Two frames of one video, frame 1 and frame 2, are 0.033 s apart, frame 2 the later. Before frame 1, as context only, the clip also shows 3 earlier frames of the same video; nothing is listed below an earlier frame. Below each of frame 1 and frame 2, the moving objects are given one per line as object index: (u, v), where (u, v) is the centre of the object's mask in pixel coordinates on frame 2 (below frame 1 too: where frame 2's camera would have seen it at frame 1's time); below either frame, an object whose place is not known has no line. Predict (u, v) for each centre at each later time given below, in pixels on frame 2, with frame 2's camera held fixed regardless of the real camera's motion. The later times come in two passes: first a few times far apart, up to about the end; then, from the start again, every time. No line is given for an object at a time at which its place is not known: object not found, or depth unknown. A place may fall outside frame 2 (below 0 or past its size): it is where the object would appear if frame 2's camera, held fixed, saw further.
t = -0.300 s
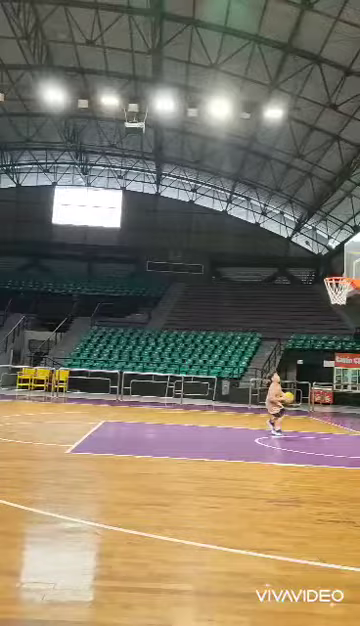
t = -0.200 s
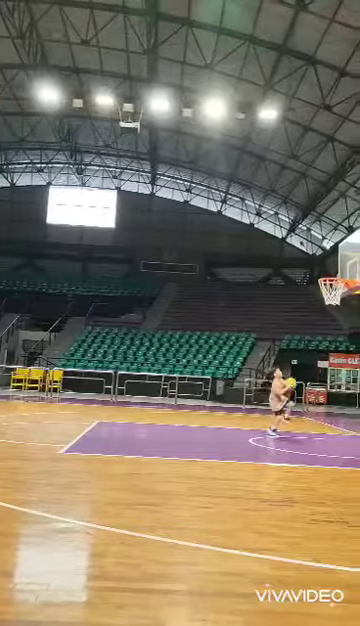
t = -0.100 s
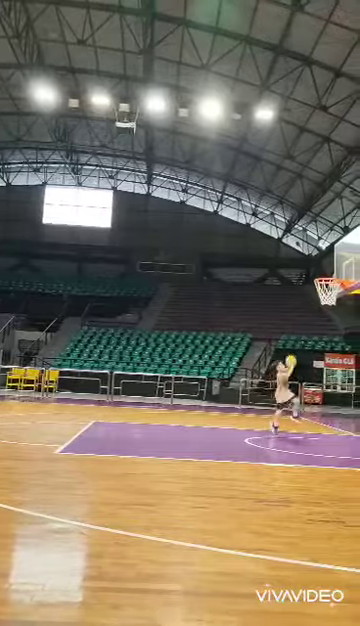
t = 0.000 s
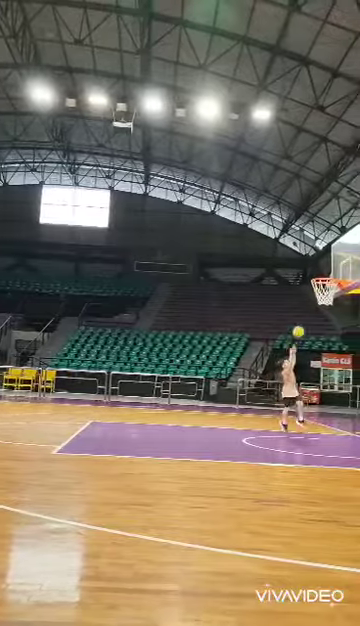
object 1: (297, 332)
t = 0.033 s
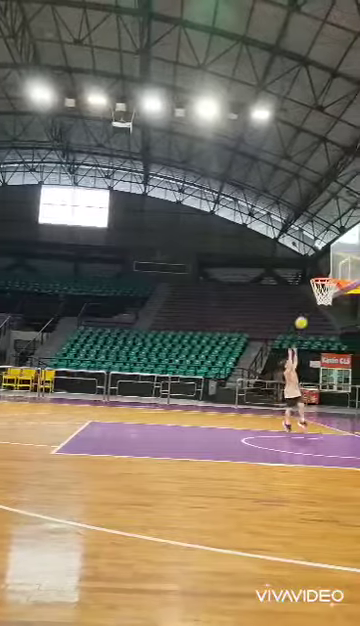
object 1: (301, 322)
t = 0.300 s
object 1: (329, 269)
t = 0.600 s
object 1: (317, 268)
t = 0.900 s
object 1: (318, 271)
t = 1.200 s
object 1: (324, 294)
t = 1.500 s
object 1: (324, 329)
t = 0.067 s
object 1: (304, 314)
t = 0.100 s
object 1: (308, 305)
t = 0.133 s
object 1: (310, 298)
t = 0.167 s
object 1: (312, 292)
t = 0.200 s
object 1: (319, 284)
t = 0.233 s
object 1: (322, 278)
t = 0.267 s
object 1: (326, 273)
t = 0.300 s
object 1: (329, 269)
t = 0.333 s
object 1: (332, 265)
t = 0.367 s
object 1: (332, 263)
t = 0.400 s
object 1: (331, 262)
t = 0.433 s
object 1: (328, 262)
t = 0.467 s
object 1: (325, 261)
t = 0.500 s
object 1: (324, 262)
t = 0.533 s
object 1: (322, 263)
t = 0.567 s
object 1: (319, 265)
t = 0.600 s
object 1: (317, 268)
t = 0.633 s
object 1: (314, 271)
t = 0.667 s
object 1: (312, 274)
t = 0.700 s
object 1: (313, 273)
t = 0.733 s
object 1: (314, 271)
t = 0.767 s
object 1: (314, 270)
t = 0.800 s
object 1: (316, 270)
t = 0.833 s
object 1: (316, 269)
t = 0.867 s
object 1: (317, 270)
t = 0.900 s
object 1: (318, 271)
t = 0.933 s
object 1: (319, 272)
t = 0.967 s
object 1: (320, 274)
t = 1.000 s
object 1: (320, 276)
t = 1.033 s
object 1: (322, 276)
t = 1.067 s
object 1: (323, 282)
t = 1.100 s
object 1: (323, 285)
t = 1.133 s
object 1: (323, 287)
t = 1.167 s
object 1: (324, 291)
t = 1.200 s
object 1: (324, 294)
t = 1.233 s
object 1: (326, 295)
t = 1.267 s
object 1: (326, 302)
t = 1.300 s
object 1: (325, 307)
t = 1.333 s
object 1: (325, 308)
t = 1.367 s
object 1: (325, 311)
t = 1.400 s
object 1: (325, 314)
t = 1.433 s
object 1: (324, 319)
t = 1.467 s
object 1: (324, 324)
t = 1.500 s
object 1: (324, 329)
